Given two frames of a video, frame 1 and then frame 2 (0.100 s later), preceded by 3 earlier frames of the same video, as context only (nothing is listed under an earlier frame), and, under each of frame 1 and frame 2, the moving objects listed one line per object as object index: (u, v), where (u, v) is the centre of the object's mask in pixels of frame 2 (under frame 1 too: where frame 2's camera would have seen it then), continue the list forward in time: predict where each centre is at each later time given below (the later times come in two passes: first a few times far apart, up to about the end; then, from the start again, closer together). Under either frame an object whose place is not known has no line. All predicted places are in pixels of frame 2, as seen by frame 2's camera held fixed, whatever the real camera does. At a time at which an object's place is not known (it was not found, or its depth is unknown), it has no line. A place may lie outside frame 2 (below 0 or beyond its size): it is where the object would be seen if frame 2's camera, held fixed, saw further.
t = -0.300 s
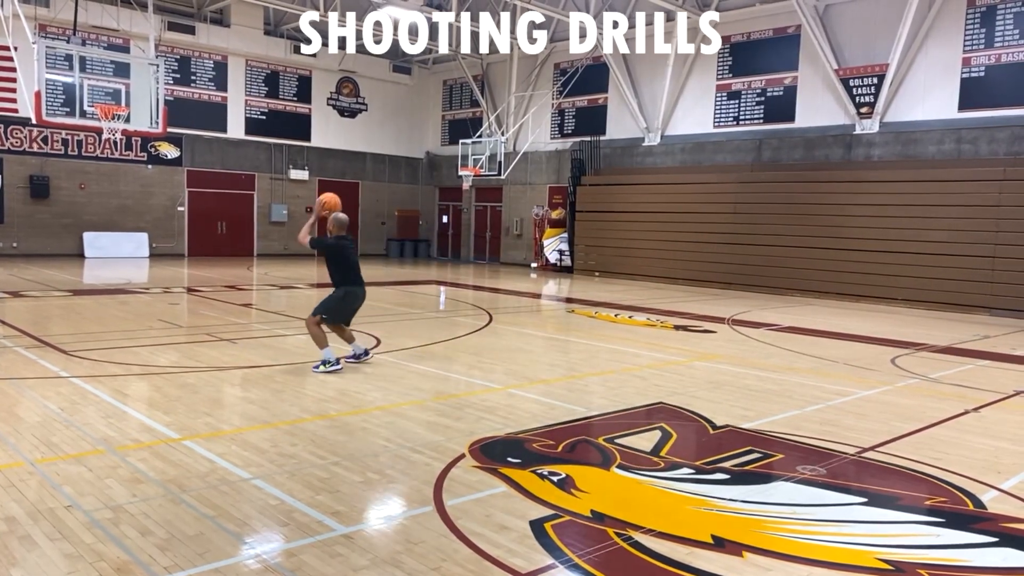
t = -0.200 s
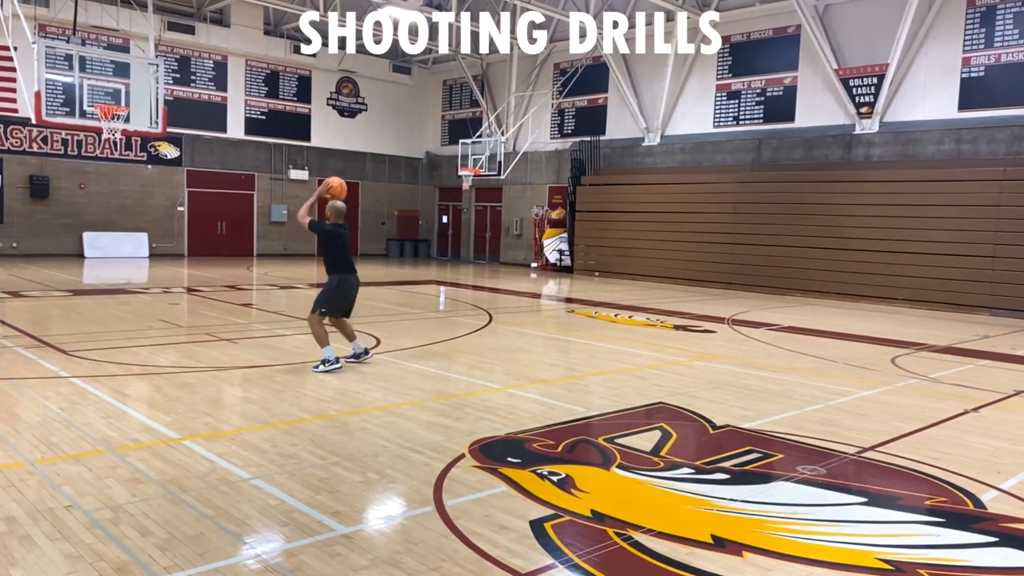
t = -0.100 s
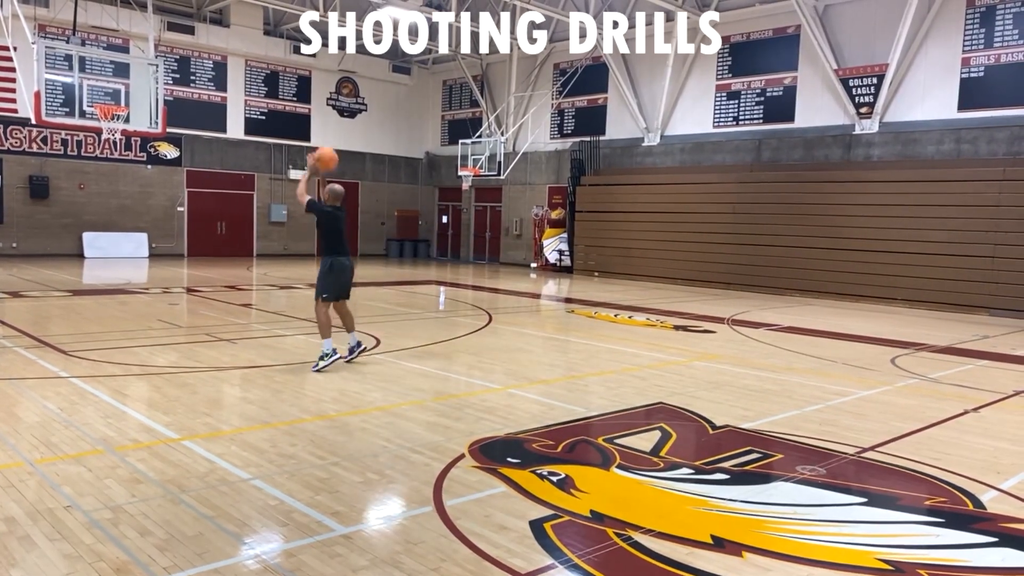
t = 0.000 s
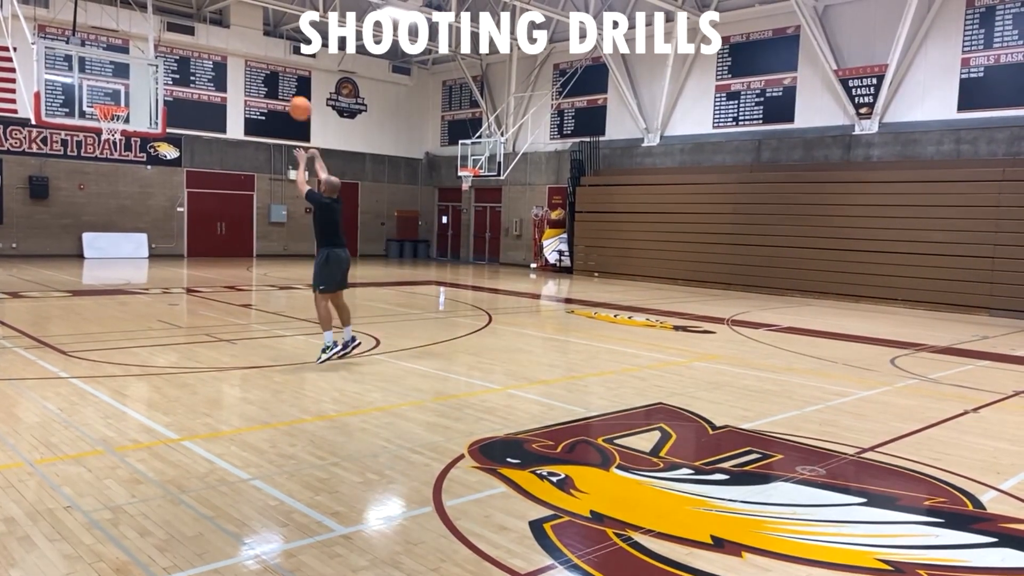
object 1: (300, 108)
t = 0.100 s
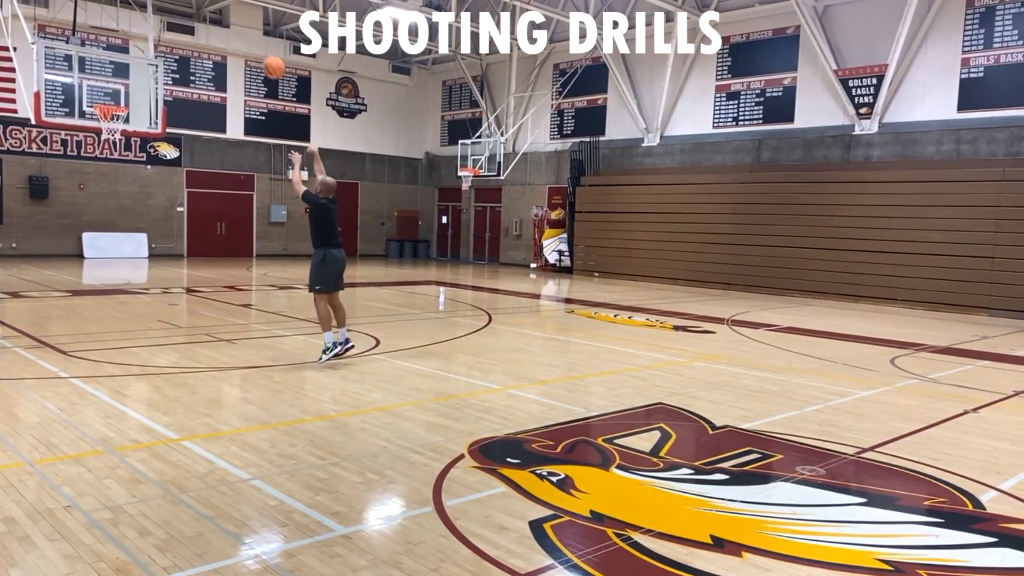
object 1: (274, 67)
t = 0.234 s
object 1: (241, 32)
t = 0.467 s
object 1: (193, 11)
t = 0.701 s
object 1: (153, 33)
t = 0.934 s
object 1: (120, 84)
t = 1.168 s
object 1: (116, 114)
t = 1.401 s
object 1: (118, 121)
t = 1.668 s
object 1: (117, 168)
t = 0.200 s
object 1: (249, 40)
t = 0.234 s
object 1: (241, 32)
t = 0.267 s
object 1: (234, 26)
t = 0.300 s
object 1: (227, 22)
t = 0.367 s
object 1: (213, 15)
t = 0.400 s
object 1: (206, 13)
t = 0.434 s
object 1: (200, 12)
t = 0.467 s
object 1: (193, 11)
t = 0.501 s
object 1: (187, 12)
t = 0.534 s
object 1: (181, 13)
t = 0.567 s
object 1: (175, 16)
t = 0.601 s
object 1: (170, 19)
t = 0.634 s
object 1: (164, 22)
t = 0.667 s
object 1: (158, 27)
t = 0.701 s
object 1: (153, 33)
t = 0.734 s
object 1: (148, 38)
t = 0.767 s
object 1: (142, 45)
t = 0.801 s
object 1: (137, 51)
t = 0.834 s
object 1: (133, 59)
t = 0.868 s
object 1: (128, 67)
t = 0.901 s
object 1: (123, 75)
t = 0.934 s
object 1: (120, 84)
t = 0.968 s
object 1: (115, 94)
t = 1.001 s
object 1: (109, 102)
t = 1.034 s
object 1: (109, 111)
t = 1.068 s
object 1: (111, 114)
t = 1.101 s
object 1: (115, 117)
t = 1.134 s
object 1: (115, 115)
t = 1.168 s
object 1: (116, 114)
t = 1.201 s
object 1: (116, 112)
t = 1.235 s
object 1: (115, 113)
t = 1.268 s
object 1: (116, 112)
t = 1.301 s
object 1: (116, 112)
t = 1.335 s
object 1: (117, 113)
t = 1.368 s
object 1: (118, 115)
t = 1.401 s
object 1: (118, 121)
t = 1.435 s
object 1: (117, 123)
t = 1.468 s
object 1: (118, 127)
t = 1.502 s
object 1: (117, 132)
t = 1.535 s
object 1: (117, 137)
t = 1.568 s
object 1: (117, 144)
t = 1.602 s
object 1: (116, 152)
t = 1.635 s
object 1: (117, 159)
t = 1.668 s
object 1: (117, 168)
